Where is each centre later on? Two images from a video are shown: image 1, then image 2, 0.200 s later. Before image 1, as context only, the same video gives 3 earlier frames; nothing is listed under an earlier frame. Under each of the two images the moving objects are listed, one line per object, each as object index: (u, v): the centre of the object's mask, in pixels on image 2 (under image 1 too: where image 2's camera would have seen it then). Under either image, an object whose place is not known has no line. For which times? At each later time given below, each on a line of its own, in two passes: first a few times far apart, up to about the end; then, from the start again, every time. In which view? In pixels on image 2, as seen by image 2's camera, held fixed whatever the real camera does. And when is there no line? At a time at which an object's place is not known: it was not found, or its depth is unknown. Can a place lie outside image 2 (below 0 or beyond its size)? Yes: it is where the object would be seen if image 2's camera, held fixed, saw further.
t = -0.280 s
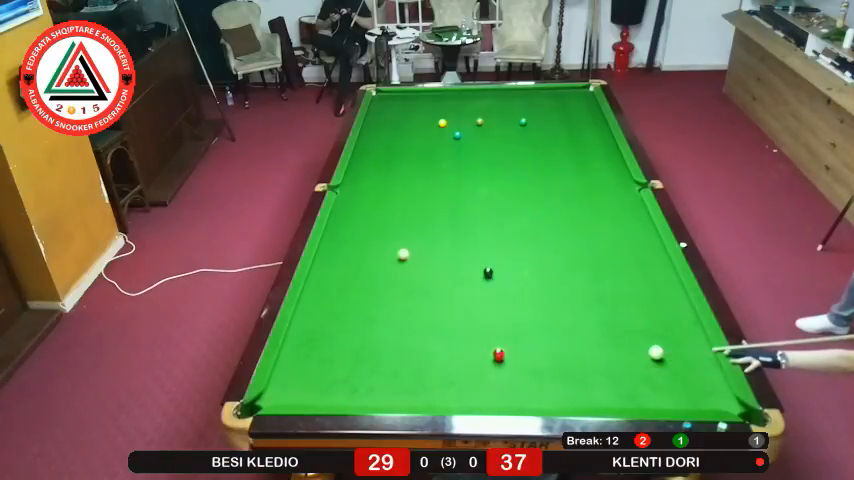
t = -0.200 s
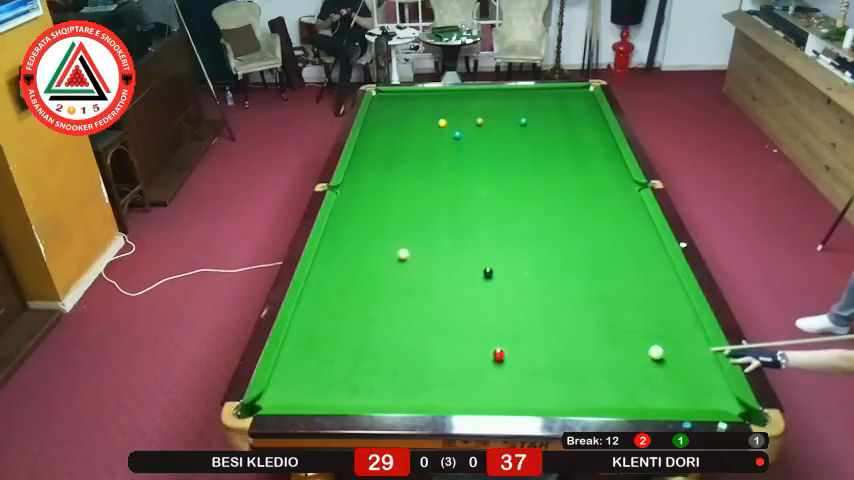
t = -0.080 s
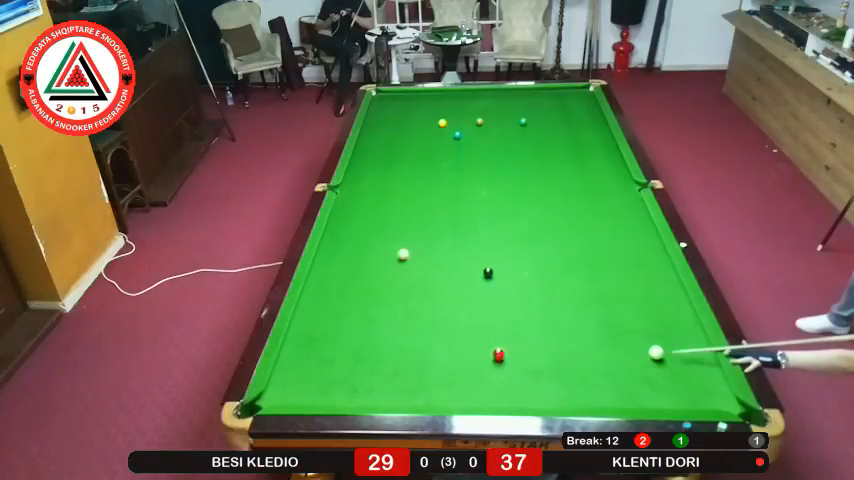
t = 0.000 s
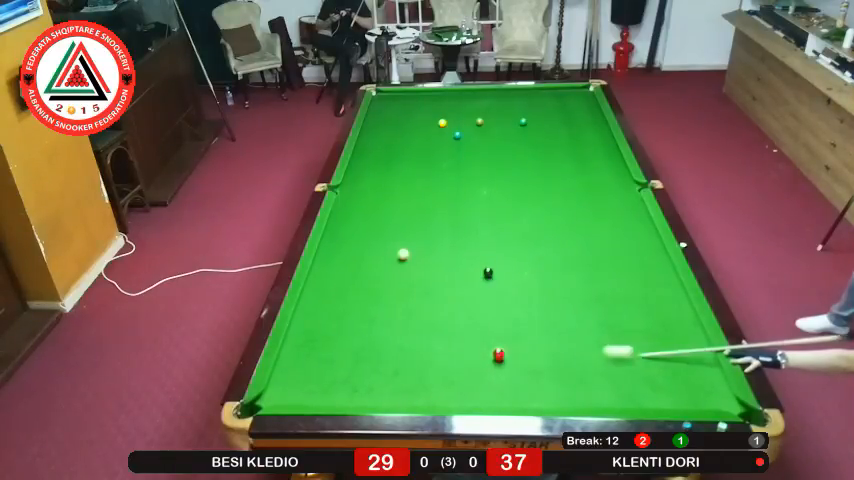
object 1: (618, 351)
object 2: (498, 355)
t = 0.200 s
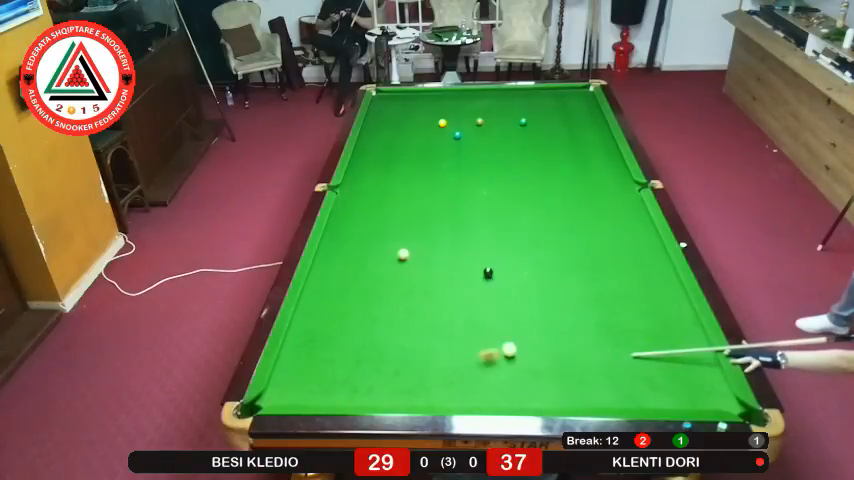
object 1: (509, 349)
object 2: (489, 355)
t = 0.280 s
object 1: (506, 344)
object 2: (453, 363)
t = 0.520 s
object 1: (499, 331)
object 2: (360, 381)
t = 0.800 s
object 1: (491, 316)
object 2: (260, 402)
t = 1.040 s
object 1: (486, 306)
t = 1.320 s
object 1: (480, 295)
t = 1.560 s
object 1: (475, 287)
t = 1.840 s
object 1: (470, 279)
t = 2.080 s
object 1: (466, 274)
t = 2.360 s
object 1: (462, 268)
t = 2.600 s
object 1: (459, 264)
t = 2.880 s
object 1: (457, 260)
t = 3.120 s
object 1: (455, 257)
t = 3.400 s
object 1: (453, 255)
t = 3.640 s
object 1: (452, 253)
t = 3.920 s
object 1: (452, 253)
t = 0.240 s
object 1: (507, 346)
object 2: (470, 359)
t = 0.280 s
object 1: (506, 344)
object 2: (453, 363)
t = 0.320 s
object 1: (505, 342)
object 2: (436, 365)
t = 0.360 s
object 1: (503, 339)
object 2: (420, 369)
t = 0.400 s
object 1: (503, 337)
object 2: (404, 372)
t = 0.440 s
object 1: (501, 335)
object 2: (390, 375)
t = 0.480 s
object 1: (500, 333)
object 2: (376, 378)
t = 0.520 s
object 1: (499, 331)
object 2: (360, 381)
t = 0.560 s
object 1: (498, 328)
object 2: (346, 383)
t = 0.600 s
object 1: (497, 326)
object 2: (331, 386)
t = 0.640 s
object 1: (496, 324)
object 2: (316, 390)
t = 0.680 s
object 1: (494, 322)
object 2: (301, 392)
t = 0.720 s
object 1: (494, 320)
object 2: (287, 394)
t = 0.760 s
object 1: (492, 318)
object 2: (271, 398)
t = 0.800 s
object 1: (491, 316)
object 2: (260, 402)
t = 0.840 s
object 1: (491, 314)
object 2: (257, 408)
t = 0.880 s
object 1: (489, 313)
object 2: (255, 411)
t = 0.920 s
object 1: (488, 311)
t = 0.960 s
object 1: (488, 309)
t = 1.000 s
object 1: (487, 308)
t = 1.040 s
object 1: (486, 306)
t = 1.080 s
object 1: (485, 304)
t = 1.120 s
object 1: (484, 303)
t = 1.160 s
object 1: (483, 301)
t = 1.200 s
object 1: (482, 299)
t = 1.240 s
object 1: (481, 298)
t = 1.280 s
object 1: (480, 297)
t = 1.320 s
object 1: (480, 295)
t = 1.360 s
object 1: (479, 294)
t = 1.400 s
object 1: (478, 293)
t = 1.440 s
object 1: (477, 291)
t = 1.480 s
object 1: (476, 290)
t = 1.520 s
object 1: (476, 289)
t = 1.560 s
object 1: (475, 287)
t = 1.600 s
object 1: (474, 286)
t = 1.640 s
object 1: (473, 285)
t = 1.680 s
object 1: (473, 284)
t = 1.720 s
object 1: (472, 283)
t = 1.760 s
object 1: (471, 282)
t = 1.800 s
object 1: (471, 281)
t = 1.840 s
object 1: (470, 279)
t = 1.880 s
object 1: (469, 278)
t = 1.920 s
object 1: (469, 277)
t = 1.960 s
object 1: (468, 276)
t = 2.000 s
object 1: (467, 276)
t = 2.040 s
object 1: (467, 274)
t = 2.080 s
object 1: (466, 274)
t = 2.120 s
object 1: (465, 273)
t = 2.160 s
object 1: (465, 272)
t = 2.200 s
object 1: (464, 271)
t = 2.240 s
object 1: (464, 270)
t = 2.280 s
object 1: (463, 269)
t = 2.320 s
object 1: (463, 269)
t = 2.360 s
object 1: (462, 268)
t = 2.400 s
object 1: (462, 267)
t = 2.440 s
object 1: (461, 266)
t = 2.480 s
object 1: (460, 266)
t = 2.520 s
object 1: (460, 265)
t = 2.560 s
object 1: (460, 264)
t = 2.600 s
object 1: (459, 264)
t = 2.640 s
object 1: (459, 263)
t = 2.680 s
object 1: (458, 263)
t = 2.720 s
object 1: (458, 262)
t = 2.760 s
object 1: (457, 261)
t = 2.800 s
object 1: (457, 261)
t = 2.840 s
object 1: (457, 260)
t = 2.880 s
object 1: (457, 260)
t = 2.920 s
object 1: (456, 259)
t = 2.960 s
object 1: (456, 259)
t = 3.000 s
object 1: (456, 259)
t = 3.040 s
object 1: (455, 258)
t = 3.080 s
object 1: (455, 258)
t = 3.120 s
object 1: (455, 257)
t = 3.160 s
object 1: (455, 257)
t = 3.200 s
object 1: (454, 257)
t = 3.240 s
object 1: (454, 256)
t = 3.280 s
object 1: (454, 256)
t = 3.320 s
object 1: (454, 256)
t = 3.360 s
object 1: (453, 255)
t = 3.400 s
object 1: (453, 255)
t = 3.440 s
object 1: (453, 255)
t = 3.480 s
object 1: (453, 254)
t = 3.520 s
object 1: (453, 254)
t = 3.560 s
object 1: (453, 254)
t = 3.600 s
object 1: (453, 254)
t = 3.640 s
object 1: (452, 253)
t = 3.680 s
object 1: (452, 253)
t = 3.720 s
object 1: (452, 253)
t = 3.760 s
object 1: (452, 253)
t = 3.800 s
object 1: (452, 253)
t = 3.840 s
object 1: (452, 253)
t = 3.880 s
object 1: (452, 253)
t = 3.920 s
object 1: (452, 253)
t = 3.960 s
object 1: (452, 253)
